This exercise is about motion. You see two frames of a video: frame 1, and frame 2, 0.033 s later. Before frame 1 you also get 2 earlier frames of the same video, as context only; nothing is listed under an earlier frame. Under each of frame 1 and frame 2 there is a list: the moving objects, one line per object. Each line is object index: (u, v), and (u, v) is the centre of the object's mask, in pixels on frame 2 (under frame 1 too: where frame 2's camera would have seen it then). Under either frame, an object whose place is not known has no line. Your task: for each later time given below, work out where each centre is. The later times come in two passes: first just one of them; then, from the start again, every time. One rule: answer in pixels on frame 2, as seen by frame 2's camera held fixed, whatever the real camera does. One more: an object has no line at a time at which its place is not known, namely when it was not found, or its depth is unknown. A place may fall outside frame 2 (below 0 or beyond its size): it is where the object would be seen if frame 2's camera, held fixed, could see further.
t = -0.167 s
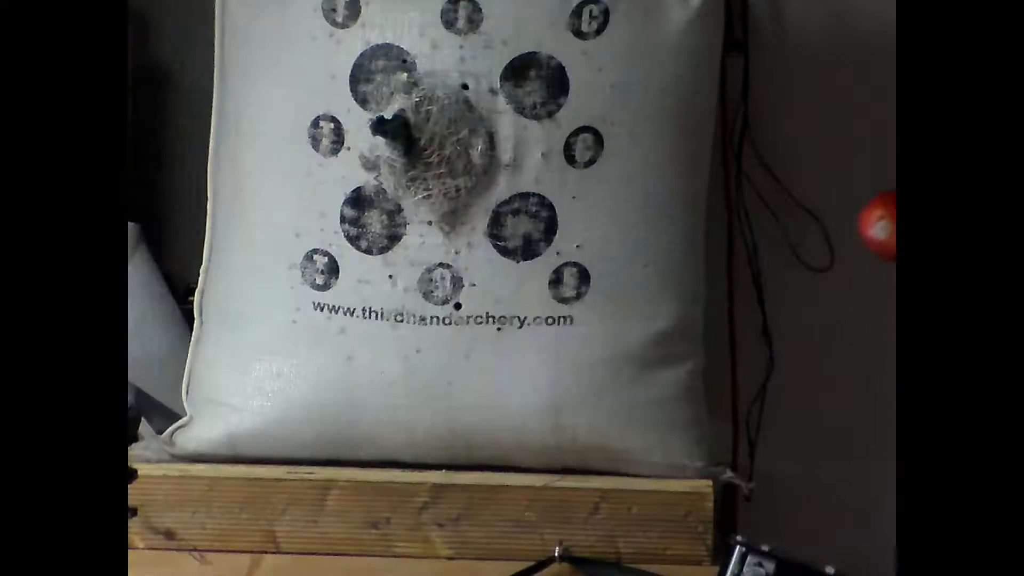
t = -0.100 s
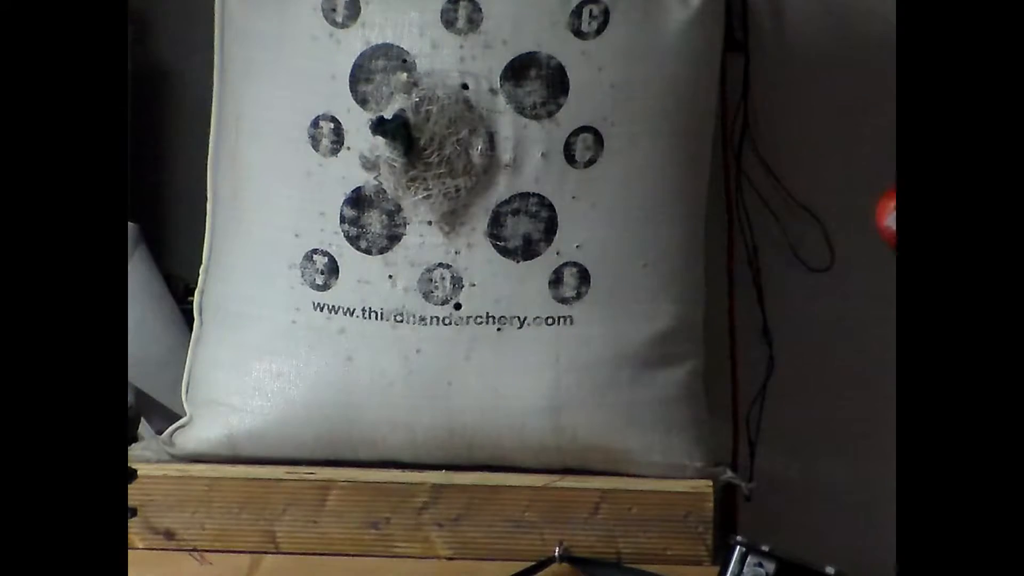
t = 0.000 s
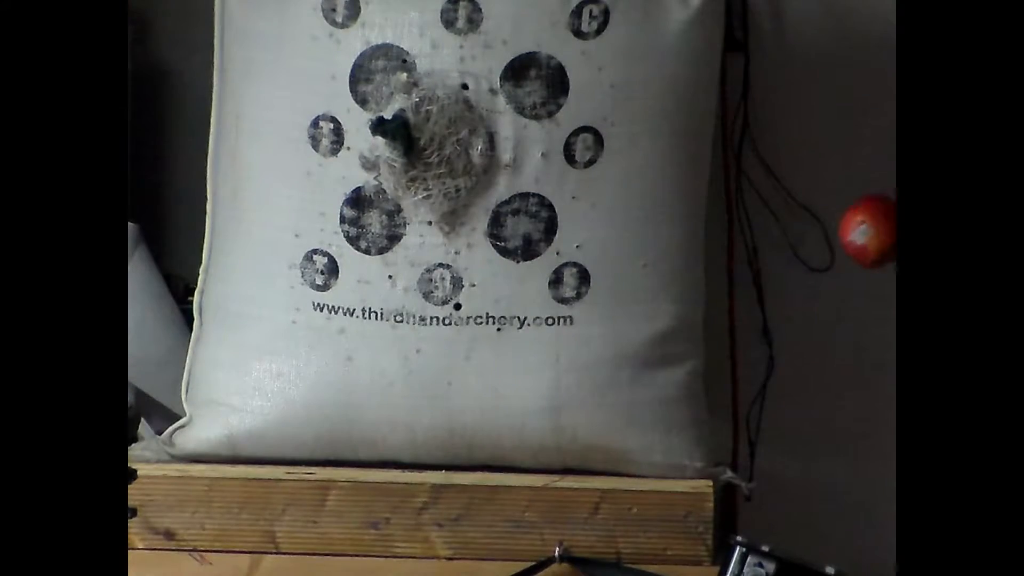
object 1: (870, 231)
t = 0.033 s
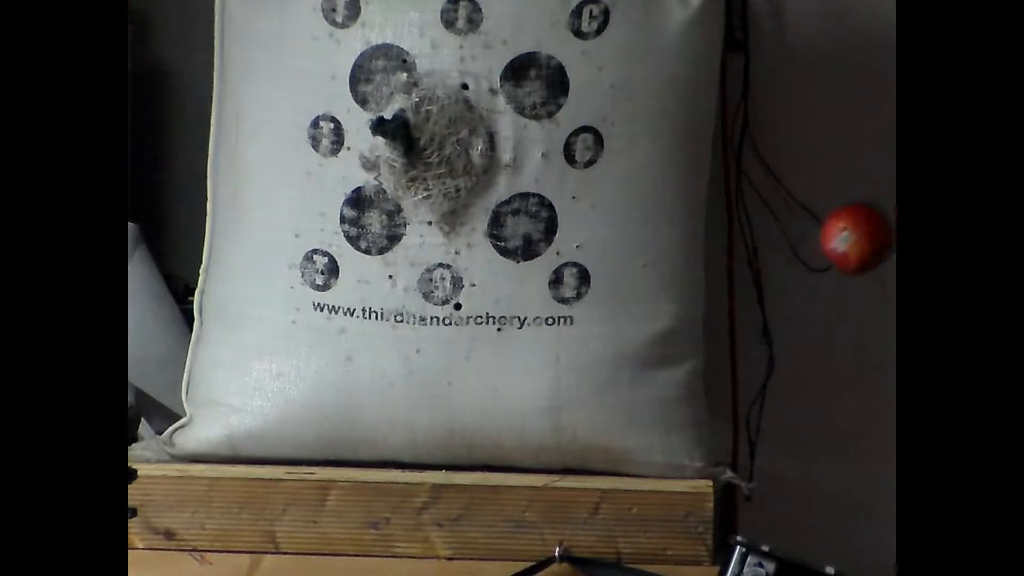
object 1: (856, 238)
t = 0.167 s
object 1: (746, 272)
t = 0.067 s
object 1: (833, 246)
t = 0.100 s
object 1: (809, 255)
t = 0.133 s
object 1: (779, 263)
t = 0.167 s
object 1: (746, 272)
